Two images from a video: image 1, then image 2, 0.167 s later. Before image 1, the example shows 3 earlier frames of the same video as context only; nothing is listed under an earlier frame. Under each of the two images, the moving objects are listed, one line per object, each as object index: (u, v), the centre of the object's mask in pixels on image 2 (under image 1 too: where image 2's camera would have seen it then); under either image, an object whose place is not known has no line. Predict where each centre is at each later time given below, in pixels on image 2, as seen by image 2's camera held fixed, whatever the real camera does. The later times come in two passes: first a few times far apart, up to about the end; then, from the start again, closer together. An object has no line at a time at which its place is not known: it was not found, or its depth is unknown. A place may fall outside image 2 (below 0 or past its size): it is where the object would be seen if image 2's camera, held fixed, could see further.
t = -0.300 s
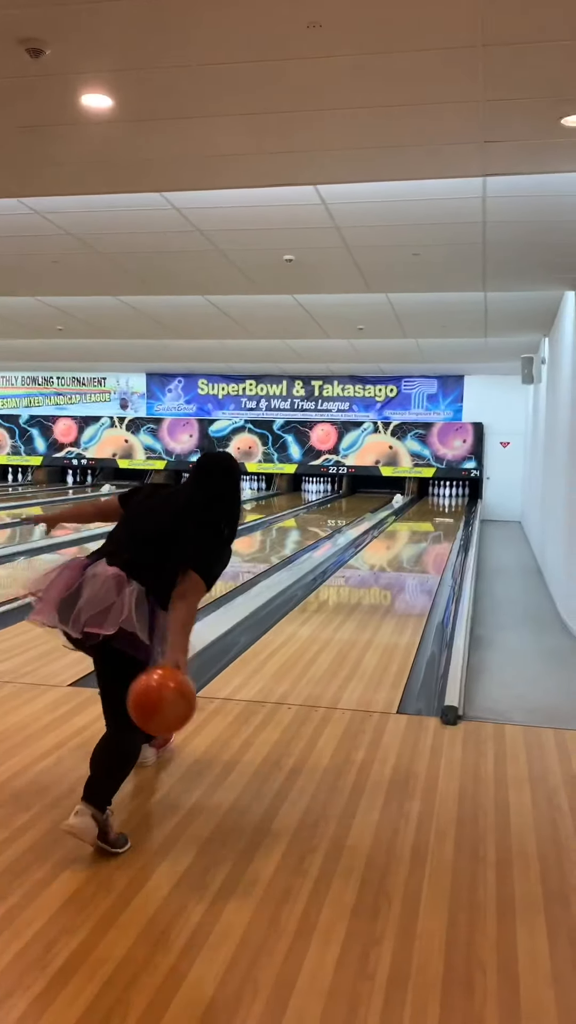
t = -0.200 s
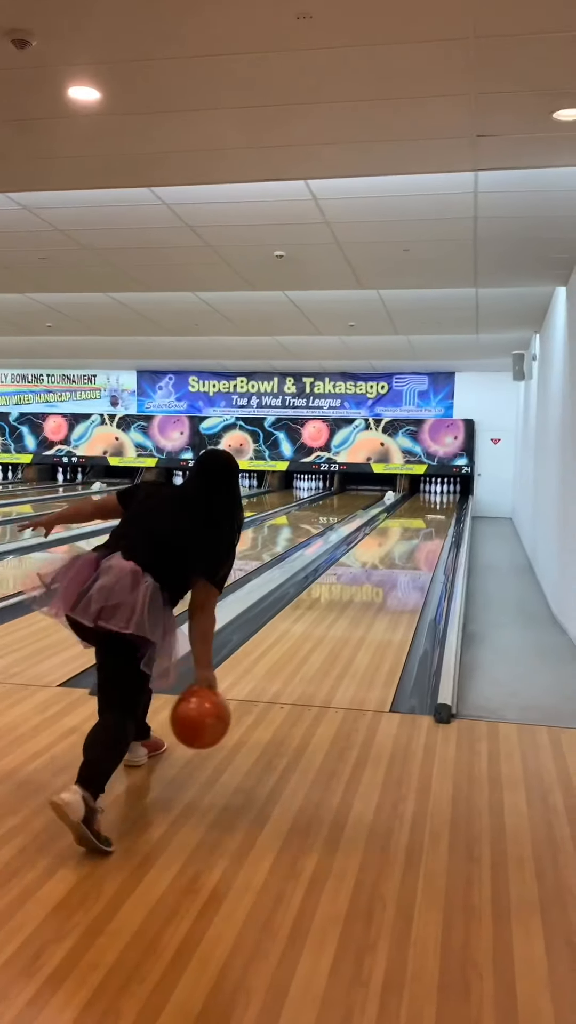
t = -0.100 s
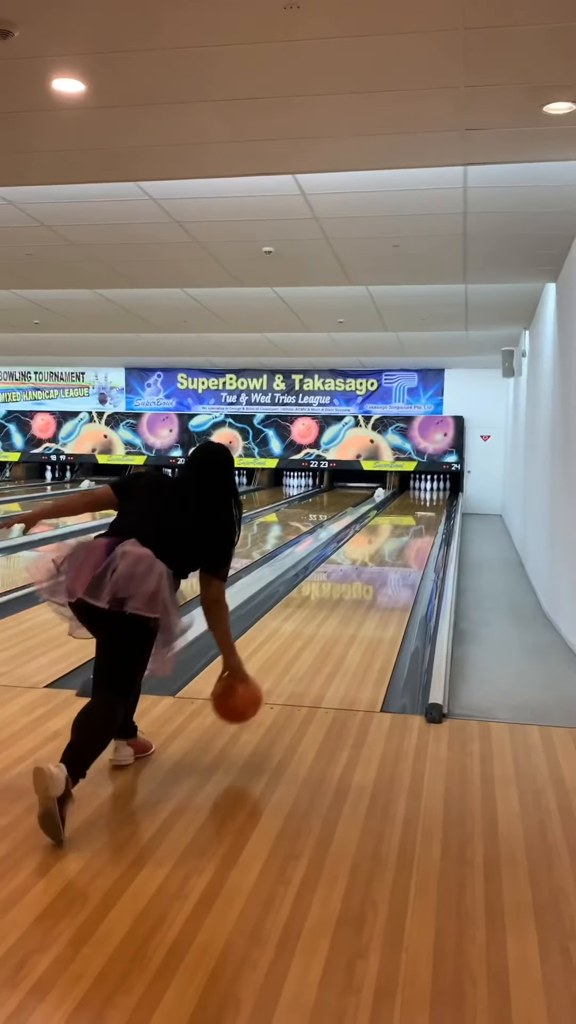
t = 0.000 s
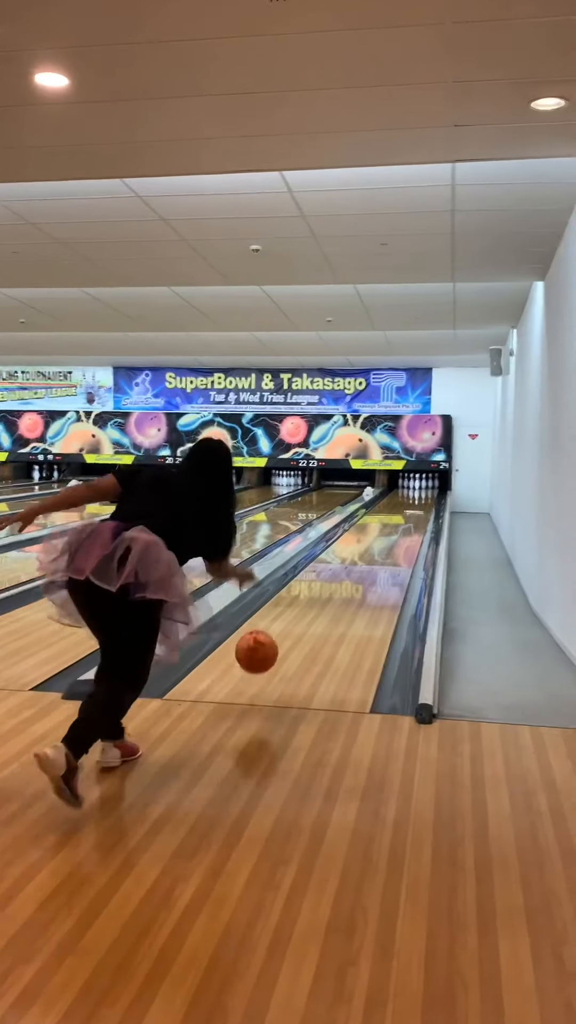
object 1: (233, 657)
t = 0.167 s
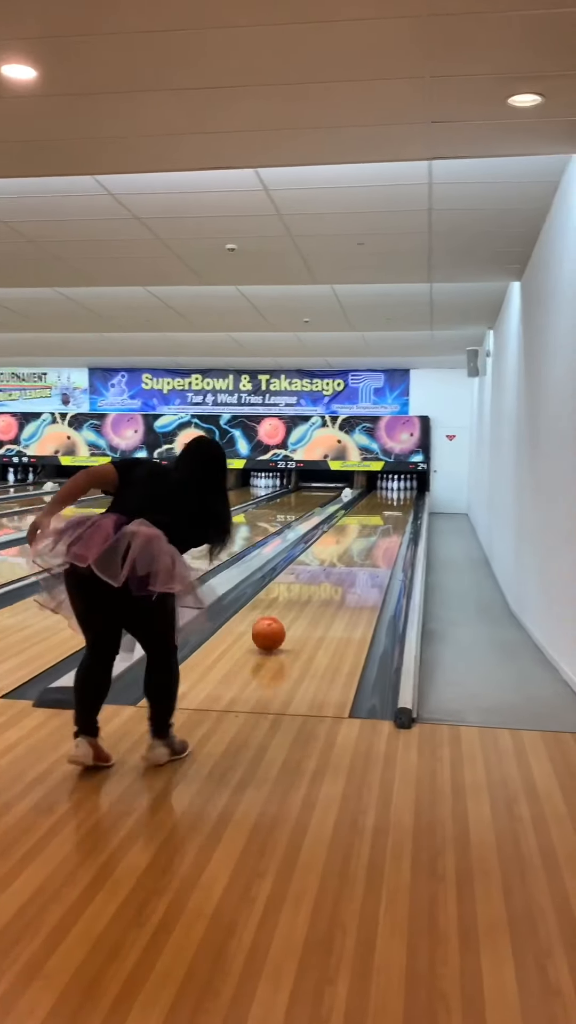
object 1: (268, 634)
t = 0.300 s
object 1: (287, 604)
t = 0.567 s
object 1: (311, 566)
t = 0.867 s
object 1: (328, 540)
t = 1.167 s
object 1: (338, 524)
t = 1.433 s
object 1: (344, 513)
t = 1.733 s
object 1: (348, 506)
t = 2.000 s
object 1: (353, 501)
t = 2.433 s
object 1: (363, 493)
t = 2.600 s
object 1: (366, 491)
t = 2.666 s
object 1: (367, 490)
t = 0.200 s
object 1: (274, 624)
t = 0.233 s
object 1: (278, 616)
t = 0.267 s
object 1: (283, 609)
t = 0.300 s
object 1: (287, 604)
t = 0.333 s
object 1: (291, 599)
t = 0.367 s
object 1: (295, 592)
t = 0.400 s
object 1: (298, 588)
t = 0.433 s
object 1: (301, 584)
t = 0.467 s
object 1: (304, 579)
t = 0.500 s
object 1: (307, 574)
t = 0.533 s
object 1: (309, 571)
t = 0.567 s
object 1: (311, 566)
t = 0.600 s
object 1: (314, 563)
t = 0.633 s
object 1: (316, 559)
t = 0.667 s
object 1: (318, 556)
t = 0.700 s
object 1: (320, 553)
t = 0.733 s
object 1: (322, 550)
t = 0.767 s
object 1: (323, 548)
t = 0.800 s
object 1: (325, 545)
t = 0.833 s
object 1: (326, 543)
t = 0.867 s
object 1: (328, 540)
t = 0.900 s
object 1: (329, 538)
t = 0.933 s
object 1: (330, 536)
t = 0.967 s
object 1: (331, 534)
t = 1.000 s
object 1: (332, 532)
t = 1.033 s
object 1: (334, 531)
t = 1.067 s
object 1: (335, 529)
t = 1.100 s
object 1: (336, 527)
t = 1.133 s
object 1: (337, 526)
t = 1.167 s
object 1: (338, 524)
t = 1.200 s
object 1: (339, 522)
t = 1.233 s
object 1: (340, 521)
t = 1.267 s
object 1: (341, 520)
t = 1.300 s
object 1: (342, 518)
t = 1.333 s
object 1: (342, 517)
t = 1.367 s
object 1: (343, 516)
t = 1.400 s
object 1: (344, 514)
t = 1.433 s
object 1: (344, 513)
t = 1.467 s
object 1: (345, 512)
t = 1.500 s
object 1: (346, 511)
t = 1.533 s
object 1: (346, 510)
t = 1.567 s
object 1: (347, 509)
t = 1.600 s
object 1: (347, 508)
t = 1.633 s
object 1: (348, 507)
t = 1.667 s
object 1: (348, 506)
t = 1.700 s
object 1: (348, 506)
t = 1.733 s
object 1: (348, 506)
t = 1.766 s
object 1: (348, 505)
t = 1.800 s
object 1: (348, 505)
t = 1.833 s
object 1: (349, 505)
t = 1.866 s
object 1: (350, 503)
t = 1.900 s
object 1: (351, 503)
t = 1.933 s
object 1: (352, 502)
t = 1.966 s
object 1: (353, 501)
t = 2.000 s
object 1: (353, 501)
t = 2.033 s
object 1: (354, 500)
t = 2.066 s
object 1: (355, 500)
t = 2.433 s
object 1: (363, 493)
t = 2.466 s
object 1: (364, 492)
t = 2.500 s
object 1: (365, 492)
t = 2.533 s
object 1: (365, 491)
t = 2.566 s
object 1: (365, 491)
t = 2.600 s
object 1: (366, 491)
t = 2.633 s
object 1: (367, 490)
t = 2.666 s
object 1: (367, 490)
